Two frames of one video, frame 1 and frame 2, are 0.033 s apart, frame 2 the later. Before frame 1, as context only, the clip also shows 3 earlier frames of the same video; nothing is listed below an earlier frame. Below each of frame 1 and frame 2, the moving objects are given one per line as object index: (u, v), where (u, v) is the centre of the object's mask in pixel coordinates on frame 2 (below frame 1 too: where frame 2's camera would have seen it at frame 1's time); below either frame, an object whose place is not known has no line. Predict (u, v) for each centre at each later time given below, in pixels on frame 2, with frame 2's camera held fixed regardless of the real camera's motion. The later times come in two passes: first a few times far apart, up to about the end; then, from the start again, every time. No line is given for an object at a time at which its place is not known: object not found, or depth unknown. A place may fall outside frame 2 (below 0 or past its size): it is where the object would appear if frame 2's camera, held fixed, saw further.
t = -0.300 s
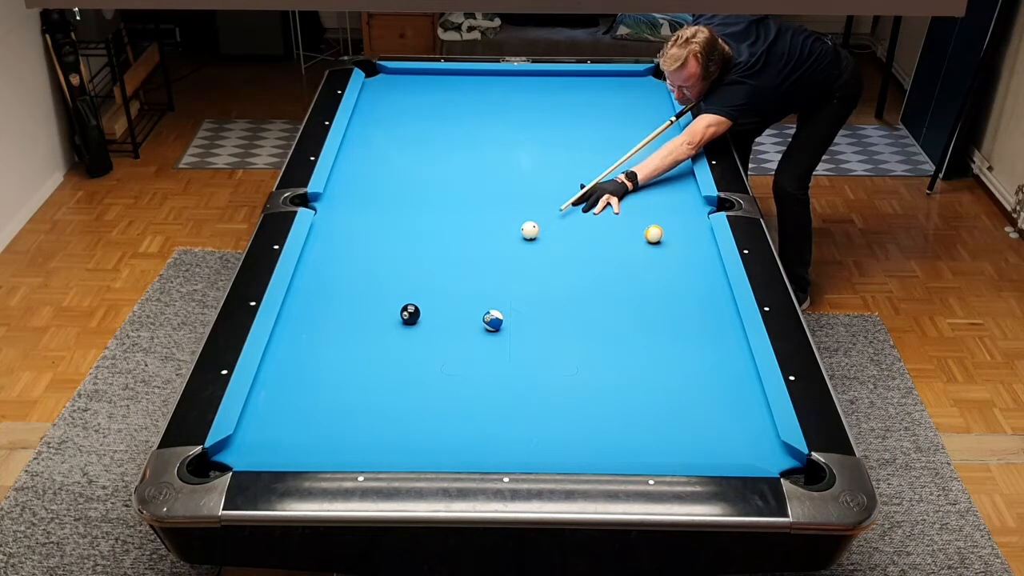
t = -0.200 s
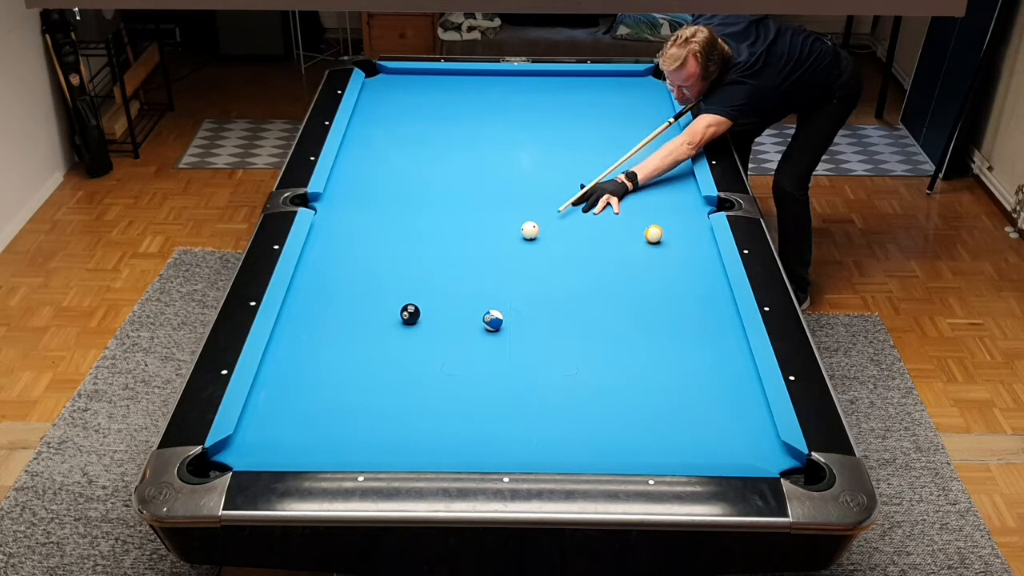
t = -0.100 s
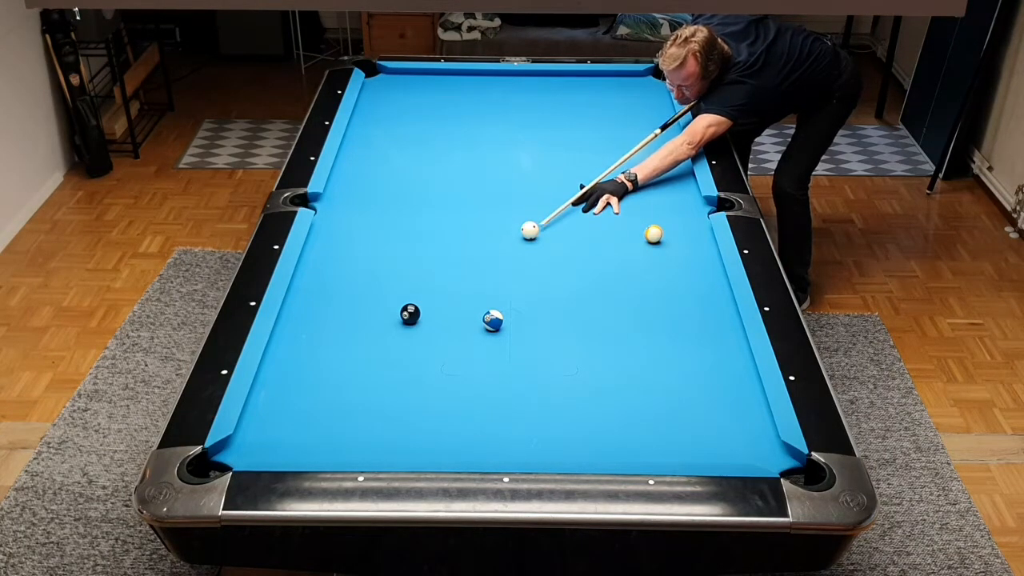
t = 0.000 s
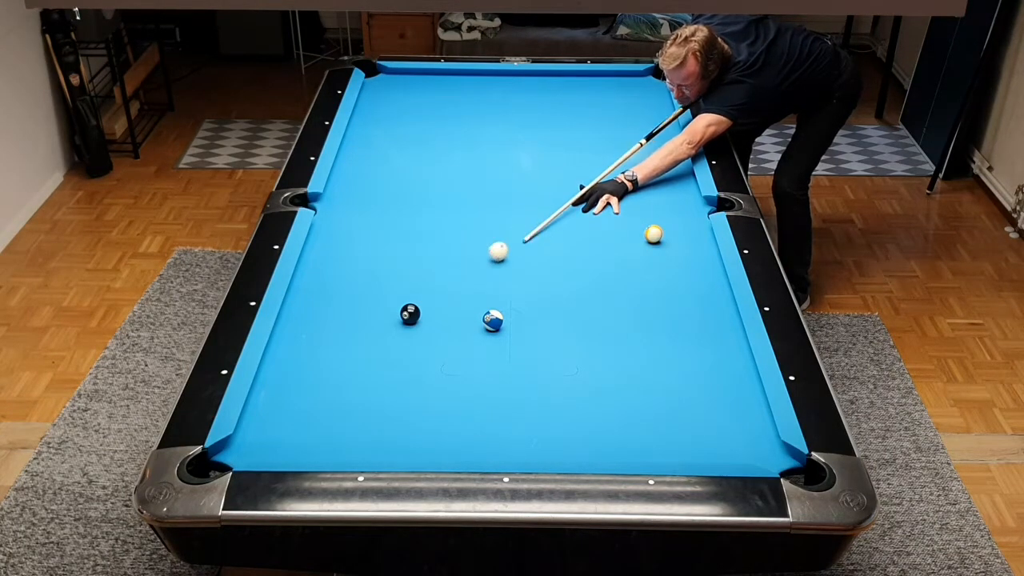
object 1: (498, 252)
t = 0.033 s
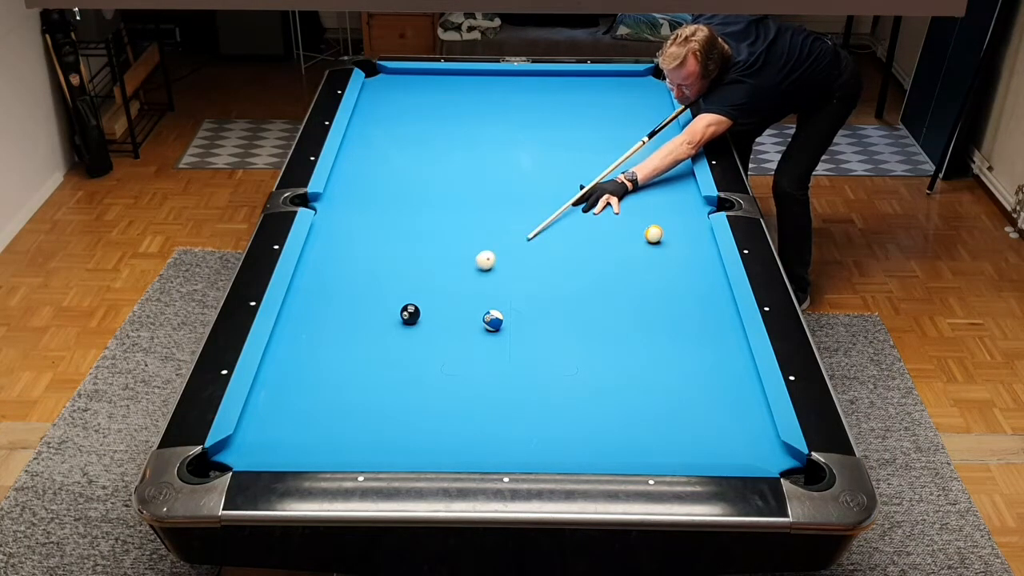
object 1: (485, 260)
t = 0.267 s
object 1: (419, 303)
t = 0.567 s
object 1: (411, 301)
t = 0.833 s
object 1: (406, 299)
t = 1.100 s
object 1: (403, 298)
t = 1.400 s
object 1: (402, 297)
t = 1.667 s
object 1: (402, 297)
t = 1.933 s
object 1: (402, 297)
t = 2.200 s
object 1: (402, 298)
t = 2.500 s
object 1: (402, 297)
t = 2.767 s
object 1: (402, 297)
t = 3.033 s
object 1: (402, 297)
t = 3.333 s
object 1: (402, 298)
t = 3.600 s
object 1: (402, 297)
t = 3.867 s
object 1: (403, 297)
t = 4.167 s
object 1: (402, 297)
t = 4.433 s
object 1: (402, 297)
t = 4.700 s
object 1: (402, 297)
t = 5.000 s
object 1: (402, 298)
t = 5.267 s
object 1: (402, 297)
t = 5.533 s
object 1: (402, 297)
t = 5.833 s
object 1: (402, 298)
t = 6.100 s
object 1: (402, 298)
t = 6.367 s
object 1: (402, 298)
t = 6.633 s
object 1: (402, 298)
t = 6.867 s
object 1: (402, 298)
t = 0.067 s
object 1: (473, 269)
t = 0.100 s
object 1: (461, 277)
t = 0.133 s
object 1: (449, 285)
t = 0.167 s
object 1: (437, 293)
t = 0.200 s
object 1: (426, 301)
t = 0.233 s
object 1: (421, 304)
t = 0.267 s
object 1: (419, 303)
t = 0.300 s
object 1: (418, 303)
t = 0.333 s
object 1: (418, 303)
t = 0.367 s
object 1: (417, 302)
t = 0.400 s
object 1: (416, 302)
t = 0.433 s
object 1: (415, 302)
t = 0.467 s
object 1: (414, 301)
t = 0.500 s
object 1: (413, 301)
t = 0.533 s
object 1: (412, 301)
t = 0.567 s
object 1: (411, 301)
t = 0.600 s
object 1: (411, 300)
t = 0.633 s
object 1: (410, 300)
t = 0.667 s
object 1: (409, 300)
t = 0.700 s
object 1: (409, 300)
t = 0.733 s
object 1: (408, 299)
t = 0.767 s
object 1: (408, 299)
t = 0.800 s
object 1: (407, 299)
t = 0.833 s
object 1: (406, 299)
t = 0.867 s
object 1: (406, 299)
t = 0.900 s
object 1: (405, 299)
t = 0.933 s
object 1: (405, 299)
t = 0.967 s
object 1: (405, 299)
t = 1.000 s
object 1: (404, 298)
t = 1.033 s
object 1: (404, 298)
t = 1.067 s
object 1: (404, 298)
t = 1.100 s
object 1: (403, 298)
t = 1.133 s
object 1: (403, 298)
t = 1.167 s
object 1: (403, 298)
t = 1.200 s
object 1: (403, 298)
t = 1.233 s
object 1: (403, 298)
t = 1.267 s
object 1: (403, 298)
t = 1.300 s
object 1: (403, 298)
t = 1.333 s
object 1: (403, 297)
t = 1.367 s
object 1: (402, 298)
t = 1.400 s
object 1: (402, 297)
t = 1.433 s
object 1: (402, 298)
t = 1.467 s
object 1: (402, 298)
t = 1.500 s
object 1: (402, 297)
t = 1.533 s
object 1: (402, 297)
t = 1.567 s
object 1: (402, 297)
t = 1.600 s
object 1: (402, 297)
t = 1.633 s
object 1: (403, 297)
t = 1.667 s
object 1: (402, 297)
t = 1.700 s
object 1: (402, 297)
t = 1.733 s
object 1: (402, 297)
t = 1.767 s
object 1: (402, 297)
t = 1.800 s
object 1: (402, 297)
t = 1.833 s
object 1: (402, 297)
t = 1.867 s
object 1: (402, 297)
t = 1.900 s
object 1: (402, 298)
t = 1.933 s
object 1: (402, 297)
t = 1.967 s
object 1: (402, 298)
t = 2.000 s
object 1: (402, 297)
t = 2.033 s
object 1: (402, 297)
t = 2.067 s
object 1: (402, 297)
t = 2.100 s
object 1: (402, 298)
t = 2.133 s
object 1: (402, 298)
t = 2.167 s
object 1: (402, 297)
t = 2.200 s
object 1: (402, 298)
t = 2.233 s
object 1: (402, 297)
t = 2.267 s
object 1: (402, 297)
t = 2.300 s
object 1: (402, 298)
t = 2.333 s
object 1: (402, 297)
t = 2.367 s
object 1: (402, 297)
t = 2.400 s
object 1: (402, 297)
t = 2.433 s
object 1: (402, 298)
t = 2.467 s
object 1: (402, 297)
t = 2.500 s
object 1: (402, 297)
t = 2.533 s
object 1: (402, 297)
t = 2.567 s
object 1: (402, 298)
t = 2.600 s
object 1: (402, 297)
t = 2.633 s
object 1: (402, 297)
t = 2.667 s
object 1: (402, 298)
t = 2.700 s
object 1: (402, 297)
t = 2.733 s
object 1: (403, 297)
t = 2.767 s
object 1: (402, 297)
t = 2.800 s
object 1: (402, 298)
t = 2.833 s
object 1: (402, 297)
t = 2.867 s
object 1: (402, 298)
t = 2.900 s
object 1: (402, 297)
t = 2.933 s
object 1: (402, 297)
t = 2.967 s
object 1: (402, 297)
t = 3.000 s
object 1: (402, 298)
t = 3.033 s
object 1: (402, 297)
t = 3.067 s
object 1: (402, 298)
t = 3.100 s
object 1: (402, 297)
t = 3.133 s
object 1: (403, 297)
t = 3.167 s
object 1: (402, 297)
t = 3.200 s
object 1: (402, 298)
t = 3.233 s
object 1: (402, 297)
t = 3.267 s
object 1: (403, 297)
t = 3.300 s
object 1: (402, 297)
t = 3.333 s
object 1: (402, 298)
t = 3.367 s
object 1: (402, 297)
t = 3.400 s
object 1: (402, 297)
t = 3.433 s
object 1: (402, 298)
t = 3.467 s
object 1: (402, 297)
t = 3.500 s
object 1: (402, 298)
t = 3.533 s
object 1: (402, 298)
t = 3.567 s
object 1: (402, 297)
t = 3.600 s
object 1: (402, 297)
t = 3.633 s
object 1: (402, 298)
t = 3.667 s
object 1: (403, 297)
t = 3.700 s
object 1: (403, 298)
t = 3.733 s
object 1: (402, 298)
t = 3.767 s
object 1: (403, 297)
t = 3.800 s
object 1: (402, 297)
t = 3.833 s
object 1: (402, 298)
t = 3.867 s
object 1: (403, 297)
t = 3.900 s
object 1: (402, 297)
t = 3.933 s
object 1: (403, 297)
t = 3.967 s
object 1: (402, 298)
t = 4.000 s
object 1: (402, 297)
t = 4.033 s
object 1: (402, 297)
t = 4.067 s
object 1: (402, 298)
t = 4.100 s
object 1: (402, 297)
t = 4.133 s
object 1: (402, 297)
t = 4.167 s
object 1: (402, 297)
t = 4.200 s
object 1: (402, 298)
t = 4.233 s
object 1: (402, 297)
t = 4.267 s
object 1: (402, 297)
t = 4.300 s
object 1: (402, 298)
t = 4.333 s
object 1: (402, 297)
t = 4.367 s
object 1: (402, 298)
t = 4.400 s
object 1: (402, 297)
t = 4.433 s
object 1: (402, 297)
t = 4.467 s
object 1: (402, 297)
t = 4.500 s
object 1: (402, 297)
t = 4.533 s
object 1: (402, 298)
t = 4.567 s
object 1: (403, 297)
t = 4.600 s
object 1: (403, 297)
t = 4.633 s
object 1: (402, 297)
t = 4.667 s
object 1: (402, 298)
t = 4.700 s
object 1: (402, 297)
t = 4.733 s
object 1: (402, 297)
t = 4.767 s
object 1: (403, 297)
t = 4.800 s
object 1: (402, 298)
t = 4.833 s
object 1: (402, 297)
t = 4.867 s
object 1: (402, 298)
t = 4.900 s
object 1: (403, 297)
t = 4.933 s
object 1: (402, 297)
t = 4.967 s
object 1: (402, 297)
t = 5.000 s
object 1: (402, 298)
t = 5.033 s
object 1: (402, 297)
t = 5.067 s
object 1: (402, 297)
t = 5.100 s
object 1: (402, 297)
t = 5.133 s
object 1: (402, 297)
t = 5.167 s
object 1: (402, 297)
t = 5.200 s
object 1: (402, 297)
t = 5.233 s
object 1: (402, 298)
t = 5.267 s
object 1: (402, 297)
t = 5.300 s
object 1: (402, 297)
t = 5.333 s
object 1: (402, 298)
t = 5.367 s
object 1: (403, 297)
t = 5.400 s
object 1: (402, 297)
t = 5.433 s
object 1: (402, 297)
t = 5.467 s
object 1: (402, 297)
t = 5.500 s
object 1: (402, 297)
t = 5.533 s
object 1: (402, 297)
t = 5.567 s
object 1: (402, 298)
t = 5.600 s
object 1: (402, 298)
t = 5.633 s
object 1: (402, 297)
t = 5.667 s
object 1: (402, 297)
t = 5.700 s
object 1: (402, 297)
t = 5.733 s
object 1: (402, 297)
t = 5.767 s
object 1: (402, 298)
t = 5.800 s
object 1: (402, 297)
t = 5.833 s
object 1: (402, 298)
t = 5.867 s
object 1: (402, 297)
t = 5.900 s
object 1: (402, 297)
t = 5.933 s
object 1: (402, 297)
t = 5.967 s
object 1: (402, 298)
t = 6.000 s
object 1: (402, 298)
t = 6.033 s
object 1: (402, 297)
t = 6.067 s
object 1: (402, 297)
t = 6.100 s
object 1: (402, 298)
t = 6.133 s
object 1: (402, 297)
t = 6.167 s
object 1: (402, 298)
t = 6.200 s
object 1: (402, 297)
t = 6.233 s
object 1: (402, 297)
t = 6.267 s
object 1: (402, 297)
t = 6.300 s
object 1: (402, 298)
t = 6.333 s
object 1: (402, 298)
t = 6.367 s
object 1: (402, 298)
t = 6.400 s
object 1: (402, 298)
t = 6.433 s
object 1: (402, 298)
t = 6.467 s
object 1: (402, 298)
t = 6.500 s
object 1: (402, 298)
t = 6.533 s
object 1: (402, 297)
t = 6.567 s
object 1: (402, 297)
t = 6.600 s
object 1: (402, 298)
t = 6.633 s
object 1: (402, 298)
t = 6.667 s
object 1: (402, 298)
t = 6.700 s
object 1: (402, 297)
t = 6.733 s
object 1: (402, 298)
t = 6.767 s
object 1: (402, 298)
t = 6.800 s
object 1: (402, 297)
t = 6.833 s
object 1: (402, 298)
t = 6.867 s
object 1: (402, 298)
